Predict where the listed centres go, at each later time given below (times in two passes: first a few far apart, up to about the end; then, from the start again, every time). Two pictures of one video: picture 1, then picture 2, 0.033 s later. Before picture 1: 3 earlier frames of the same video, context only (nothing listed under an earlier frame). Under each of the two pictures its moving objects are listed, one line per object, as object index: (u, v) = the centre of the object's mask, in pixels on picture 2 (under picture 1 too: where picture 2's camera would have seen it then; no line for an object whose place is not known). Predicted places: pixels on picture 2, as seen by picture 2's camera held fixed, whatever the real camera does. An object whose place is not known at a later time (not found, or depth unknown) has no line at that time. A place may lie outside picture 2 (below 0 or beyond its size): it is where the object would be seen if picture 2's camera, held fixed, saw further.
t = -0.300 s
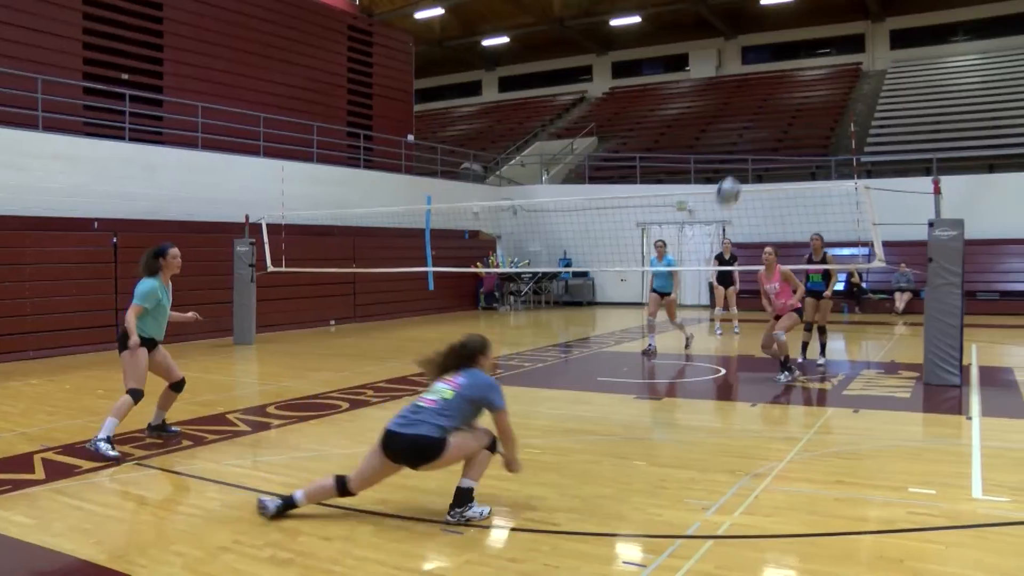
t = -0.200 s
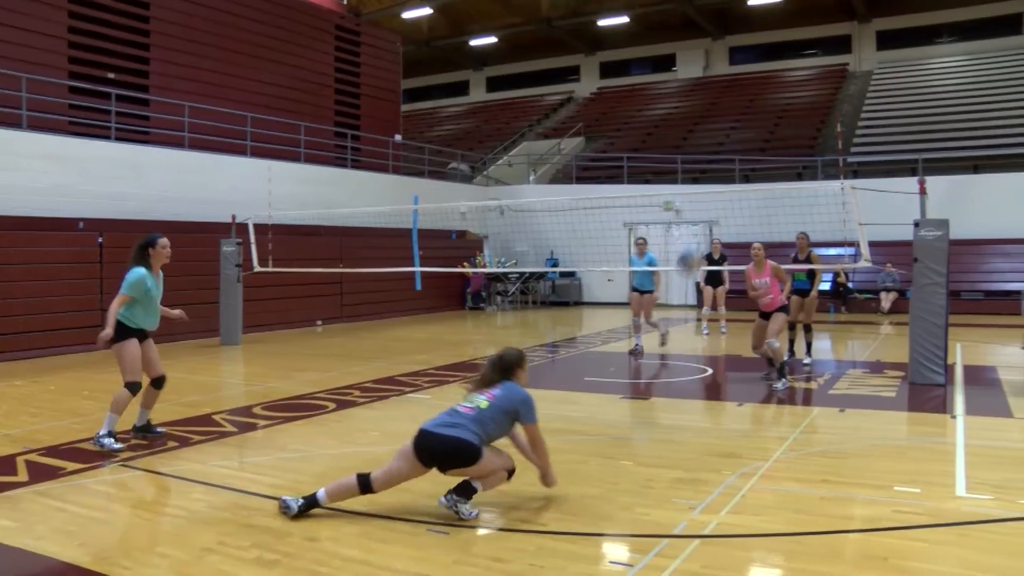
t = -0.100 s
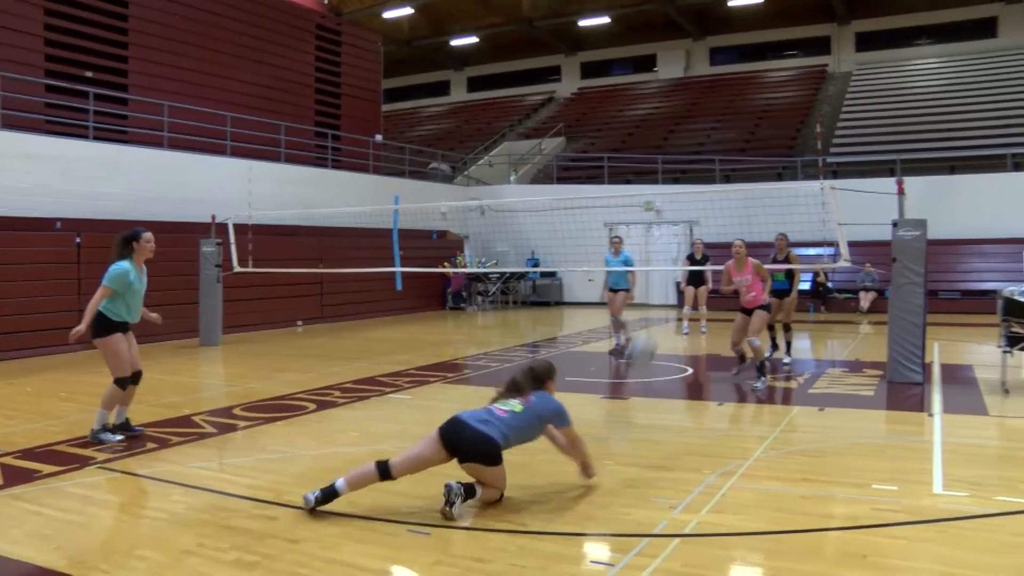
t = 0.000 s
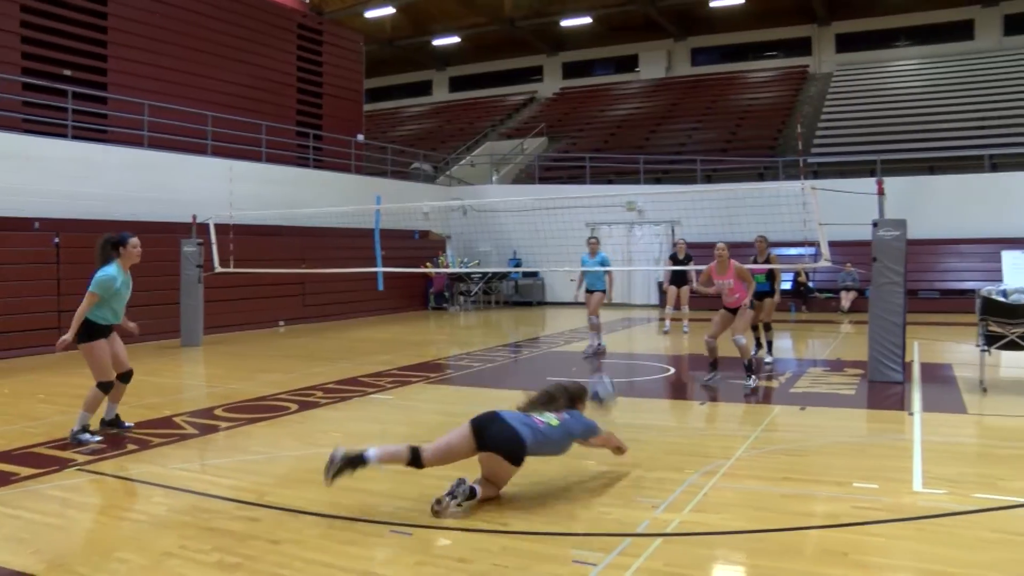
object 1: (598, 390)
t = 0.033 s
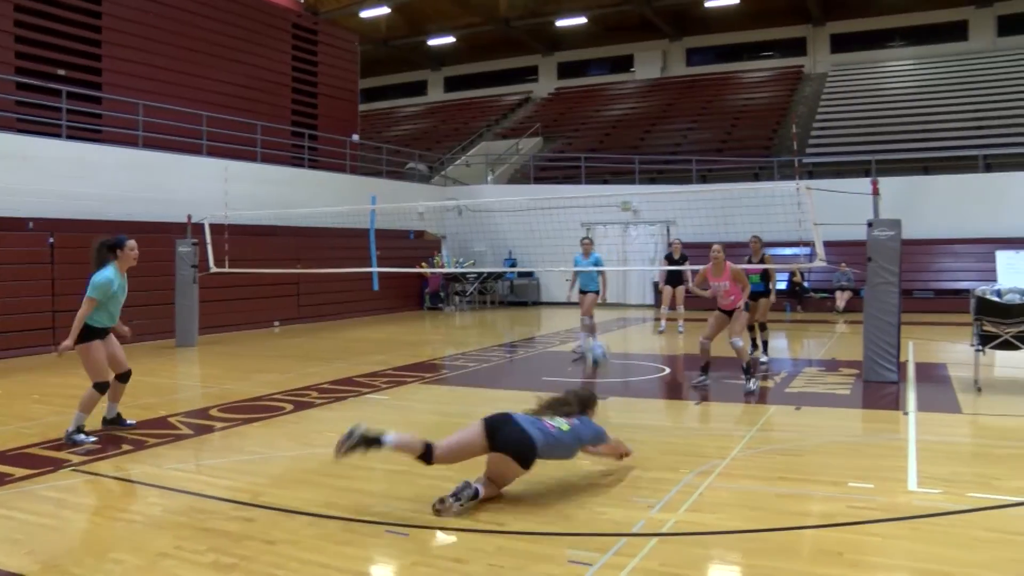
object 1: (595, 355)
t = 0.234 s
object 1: (590, 202)
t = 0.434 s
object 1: (584, 121)
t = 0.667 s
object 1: (579, 95)
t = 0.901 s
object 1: (574, 121)
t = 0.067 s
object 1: (596, 325)
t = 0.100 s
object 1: (594, 293)
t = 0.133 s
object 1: (594, 267)
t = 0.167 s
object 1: (594, 244)
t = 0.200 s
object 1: (592, 222)
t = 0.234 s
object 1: (590, 202)
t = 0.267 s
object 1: (589, 182)
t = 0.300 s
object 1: (589, 168)
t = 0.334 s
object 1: (587, 154)
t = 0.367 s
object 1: (586, 140)
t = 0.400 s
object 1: (586, 130)
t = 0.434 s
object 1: (584, 121)
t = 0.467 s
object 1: (583, 113)
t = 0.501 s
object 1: (583, 107)
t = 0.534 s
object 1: (582, 102)
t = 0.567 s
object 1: (581, 98)
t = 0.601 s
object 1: (580, 96)
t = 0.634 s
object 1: (579, 95)
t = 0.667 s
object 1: (579, 95)
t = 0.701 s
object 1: (578, 95)
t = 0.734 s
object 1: (577, 97)
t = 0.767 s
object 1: (576, 100)
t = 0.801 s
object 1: (575, 104)
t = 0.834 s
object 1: (575, 109)
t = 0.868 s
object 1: (574, 115)
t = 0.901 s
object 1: (574, 121)
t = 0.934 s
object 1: (573, 128)
